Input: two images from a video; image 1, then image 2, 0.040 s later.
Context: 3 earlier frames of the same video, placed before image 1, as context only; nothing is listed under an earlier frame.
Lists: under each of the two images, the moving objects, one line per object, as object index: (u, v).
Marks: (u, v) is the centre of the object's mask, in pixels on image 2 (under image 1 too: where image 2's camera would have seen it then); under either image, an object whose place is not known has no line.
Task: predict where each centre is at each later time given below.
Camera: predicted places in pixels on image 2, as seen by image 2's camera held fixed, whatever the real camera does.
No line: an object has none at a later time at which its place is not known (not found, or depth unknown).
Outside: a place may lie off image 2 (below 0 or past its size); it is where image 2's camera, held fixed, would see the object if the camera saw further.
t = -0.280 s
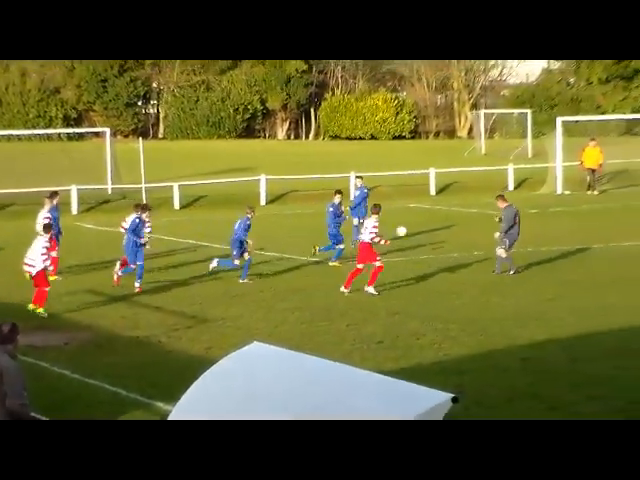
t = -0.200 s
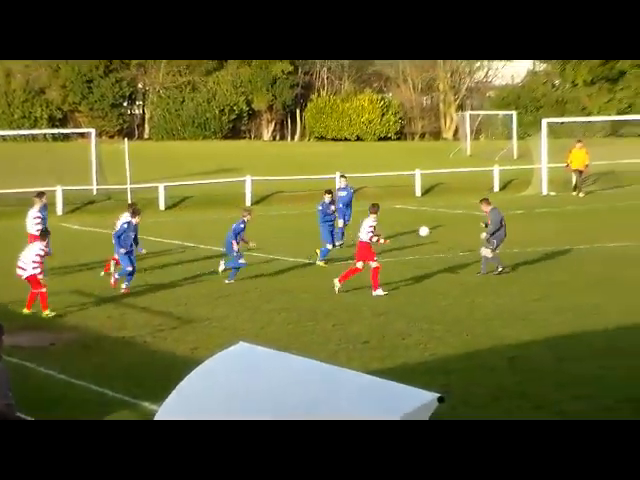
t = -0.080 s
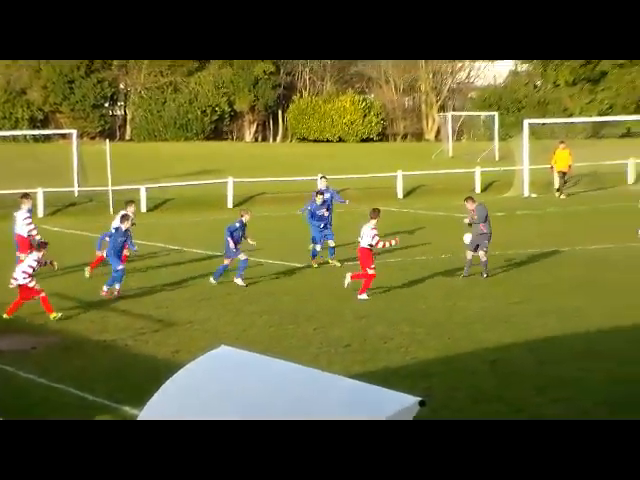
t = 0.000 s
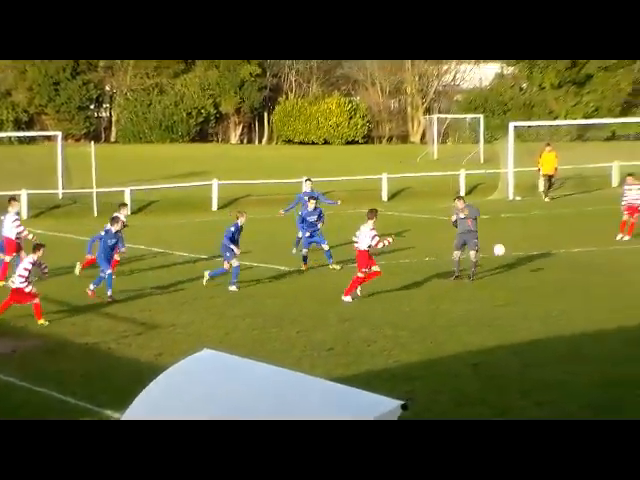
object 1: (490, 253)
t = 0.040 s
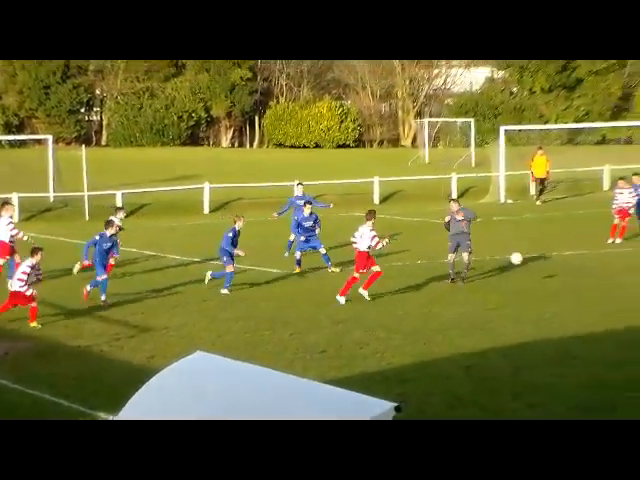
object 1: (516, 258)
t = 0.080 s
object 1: (541, 265)
